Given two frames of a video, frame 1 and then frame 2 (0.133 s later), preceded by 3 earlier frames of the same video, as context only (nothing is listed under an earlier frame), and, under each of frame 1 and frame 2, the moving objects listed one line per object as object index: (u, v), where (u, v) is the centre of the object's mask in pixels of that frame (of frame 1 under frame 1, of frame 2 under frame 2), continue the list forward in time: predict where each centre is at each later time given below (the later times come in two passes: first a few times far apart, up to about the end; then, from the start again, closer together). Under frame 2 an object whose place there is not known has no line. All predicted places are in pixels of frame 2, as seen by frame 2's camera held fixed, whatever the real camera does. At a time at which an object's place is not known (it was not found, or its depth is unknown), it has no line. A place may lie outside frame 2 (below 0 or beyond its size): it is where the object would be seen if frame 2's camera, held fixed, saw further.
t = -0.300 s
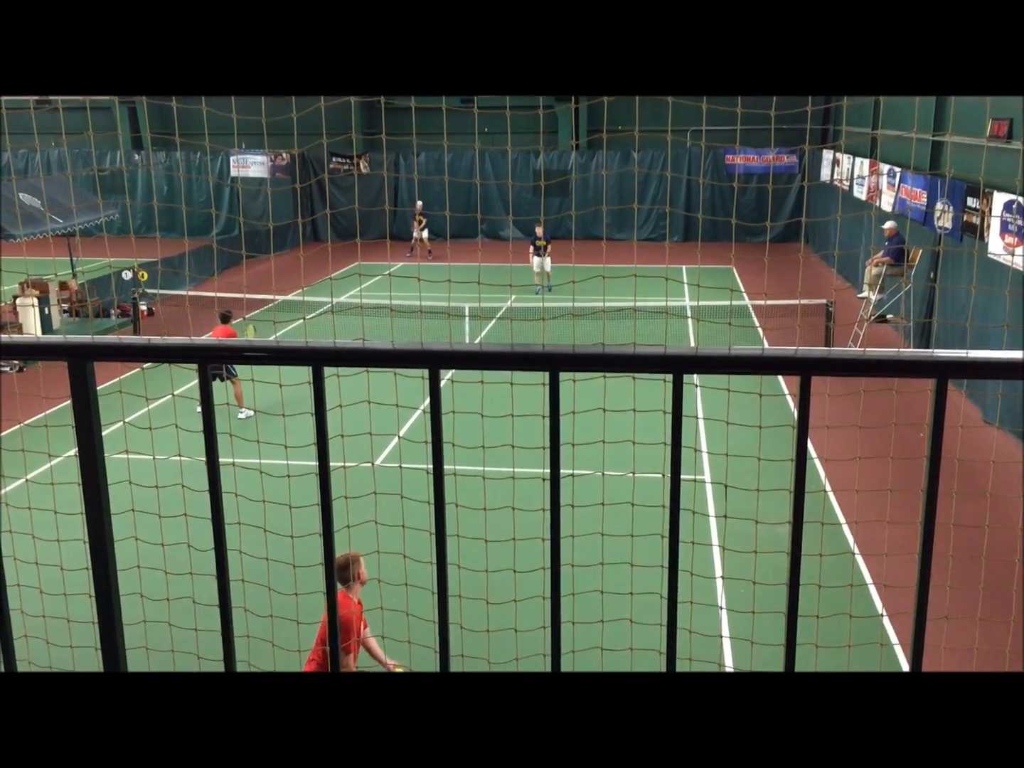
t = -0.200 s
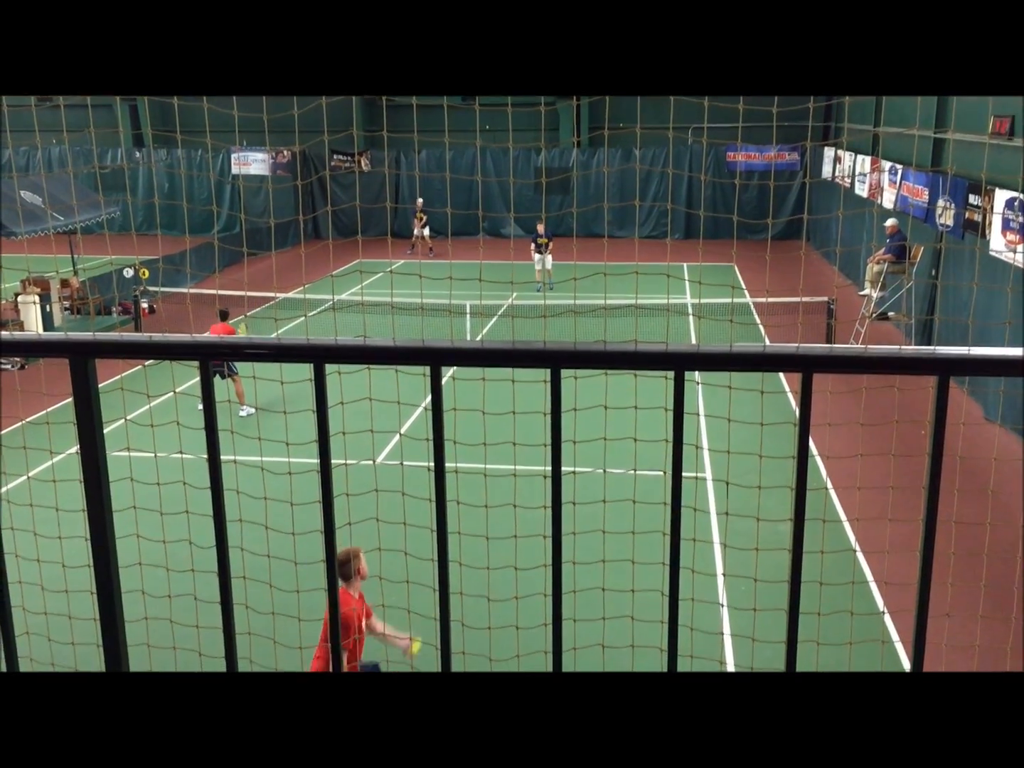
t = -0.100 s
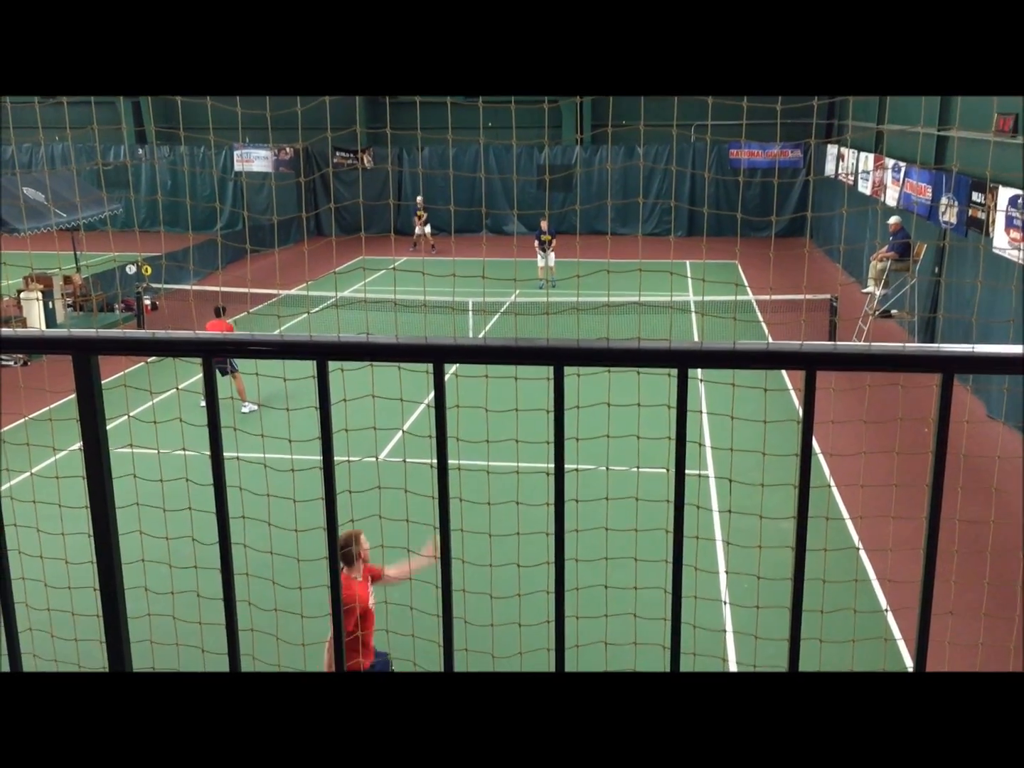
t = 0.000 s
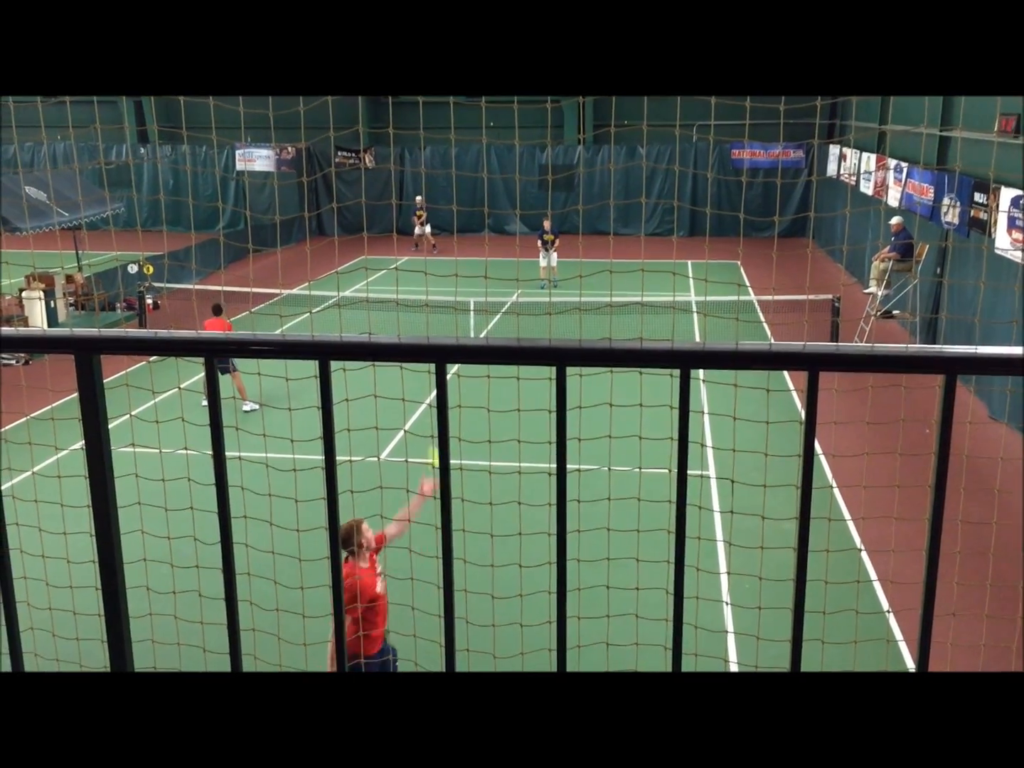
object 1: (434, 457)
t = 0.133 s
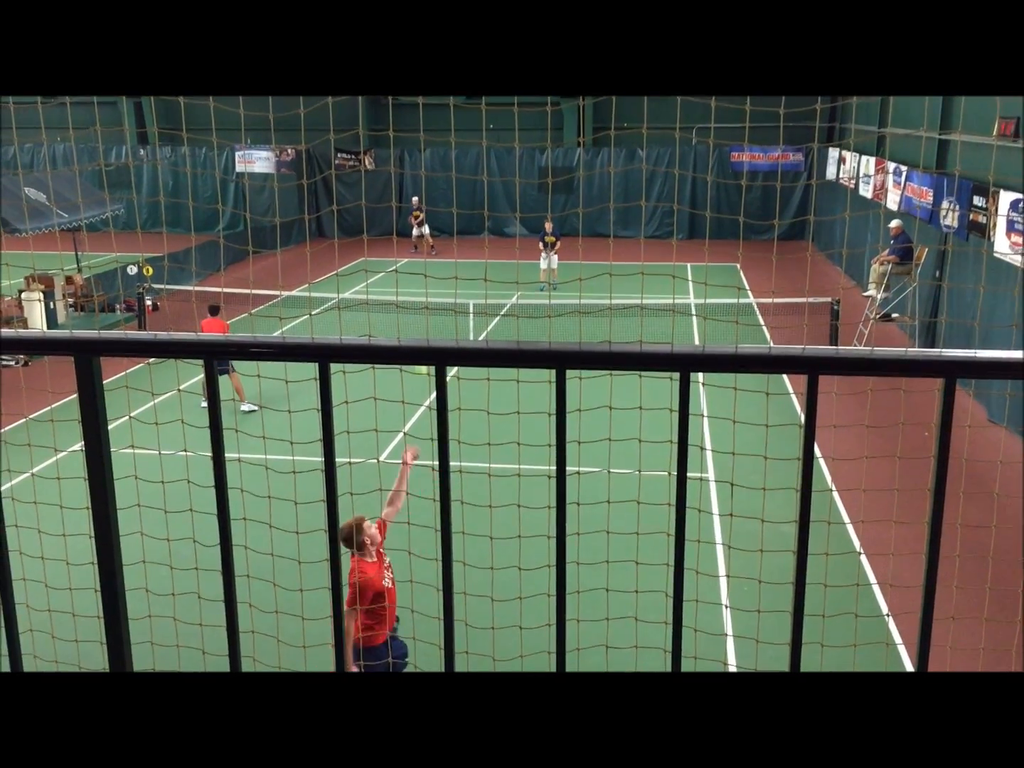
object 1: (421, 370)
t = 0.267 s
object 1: (409, 294)
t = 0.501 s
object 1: (389, 237)
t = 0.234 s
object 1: (411, 310)
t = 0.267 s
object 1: (409, 294)
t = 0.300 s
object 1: (405, 281)
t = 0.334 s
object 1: (403, 269)
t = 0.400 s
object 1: (397, 251)
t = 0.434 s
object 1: (394, 245)
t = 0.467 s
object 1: (392, 240)
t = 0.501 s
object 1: (389, 237)
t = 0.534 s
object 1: (387, 236)
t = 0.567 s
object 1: (384, 236)
